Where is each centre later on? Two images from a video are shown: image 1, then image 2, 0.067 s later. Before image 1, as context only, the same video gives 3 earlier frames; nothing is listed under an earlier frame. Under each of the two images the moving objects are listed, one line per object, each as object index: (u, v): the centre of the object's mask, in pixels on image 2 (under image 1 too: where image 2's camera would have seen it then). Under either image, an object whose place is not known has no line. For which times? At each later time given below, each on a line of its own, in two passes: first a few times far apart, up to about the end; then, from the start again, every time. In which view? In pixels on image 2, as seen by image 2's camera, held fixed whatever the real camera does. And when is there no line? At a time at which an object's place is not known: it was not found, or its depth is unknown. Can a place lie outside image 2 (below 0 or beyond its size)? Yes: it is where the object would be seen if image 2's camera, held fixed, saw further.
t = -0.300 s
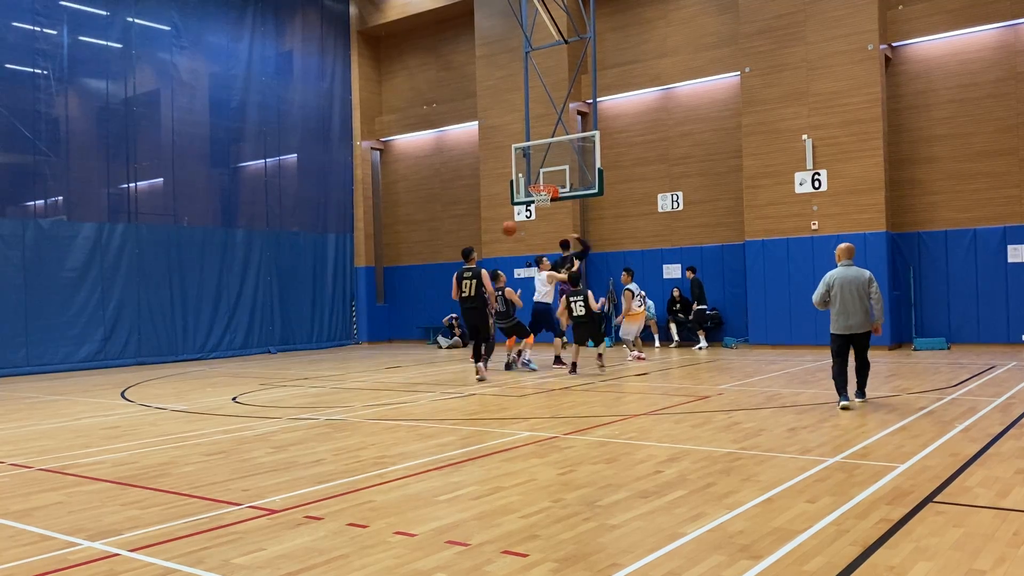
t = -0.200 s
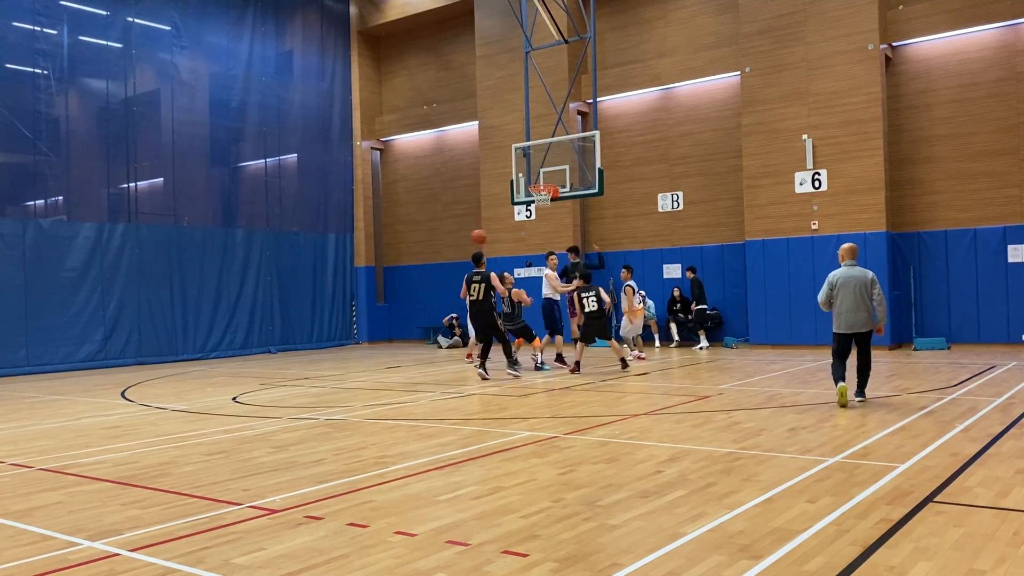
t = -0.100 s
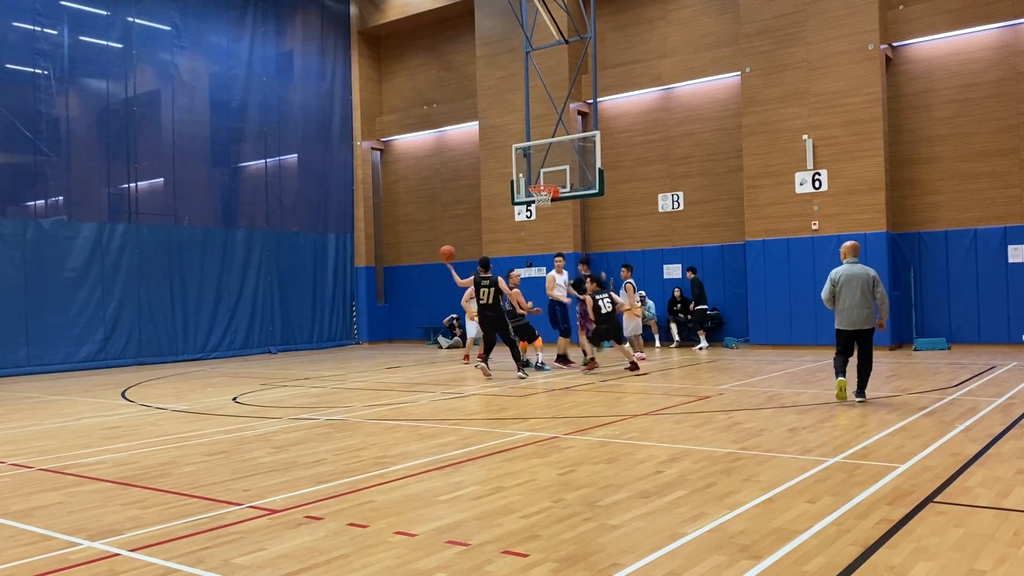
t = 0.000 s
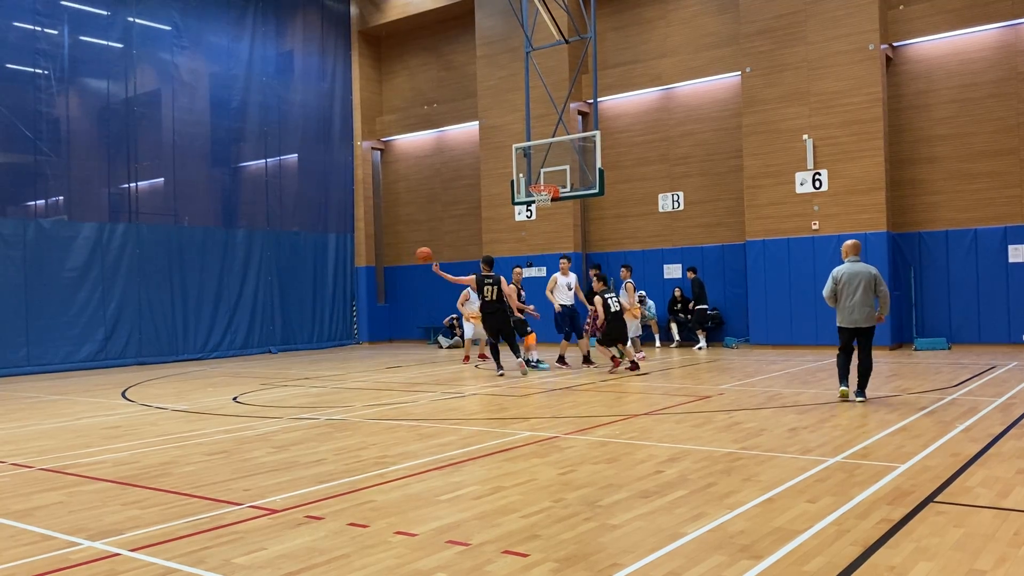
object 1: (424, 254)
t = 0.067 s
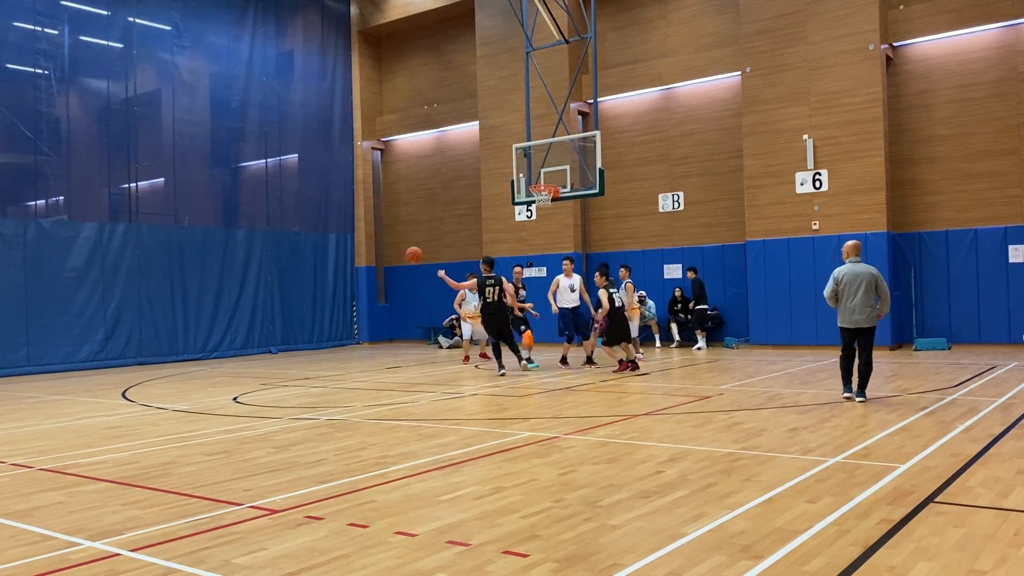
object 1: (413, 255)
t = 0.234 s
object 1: (387, 267)
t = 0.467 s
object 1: (347, 322)
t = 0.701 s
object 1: (303, 373)
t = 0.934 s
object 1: (259, 321)
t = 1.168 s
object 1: (212, 314)
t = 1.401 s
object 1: (162, 356)
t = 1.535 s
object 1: (130, 406)
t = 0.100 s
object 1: (408, 256)
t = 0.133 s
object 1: (403, 257)
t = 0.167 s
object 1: (398, 260)
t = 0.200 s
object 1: (392, 263)
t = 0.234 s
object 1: (387, 267)
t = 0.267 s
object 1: (381, 272)
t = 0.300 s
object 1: (375, 278)
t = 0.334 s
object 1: (369, 285)
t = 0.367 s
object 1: (364, 292)
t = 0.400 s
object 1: (358, 301)
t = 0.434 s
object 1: (352, 311)
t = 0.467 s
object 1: (347, 322)
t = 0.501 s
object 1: (341, 333)
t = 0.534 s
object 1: (334, 346)
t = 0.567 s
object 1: (328, 360)
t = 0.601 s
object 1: (322, 375)
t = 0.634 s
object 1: (316, 391)
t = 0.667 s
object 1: (309, 383)
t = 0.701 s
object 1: (303, 373)
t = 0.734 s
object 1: (297, 362)
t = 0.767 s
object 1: (291, 353)
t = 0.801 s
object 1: (286, 345)
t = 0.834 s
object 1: (279, 338)
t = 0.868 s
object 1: (273, 331)
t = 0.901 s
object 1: (266, 326)
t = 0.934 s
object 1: (259, 321)
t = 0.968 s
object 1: (253, 317)
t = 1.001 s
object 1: (246, 314)
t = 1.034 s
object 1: (239, 312)
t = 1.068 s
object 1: (233, 311)
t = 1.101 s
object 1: (226, 311)
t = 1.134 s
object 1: (219, 312)
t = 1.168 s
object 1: (212, 314)
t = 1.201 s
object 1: (204, 316)
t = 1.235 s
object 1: (197, 320)
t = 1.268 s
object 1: (190, 326)
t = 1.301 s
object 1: (183, 331)
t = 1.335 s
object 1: (176, 339)
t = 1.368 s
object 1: (169, 347)
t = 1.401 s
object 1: (162, 356)
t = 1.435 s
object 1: (155, 366)
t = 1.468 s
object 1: (145, 378)
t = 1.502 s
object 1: (138, 392)
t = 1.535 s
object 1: (130, 406)
